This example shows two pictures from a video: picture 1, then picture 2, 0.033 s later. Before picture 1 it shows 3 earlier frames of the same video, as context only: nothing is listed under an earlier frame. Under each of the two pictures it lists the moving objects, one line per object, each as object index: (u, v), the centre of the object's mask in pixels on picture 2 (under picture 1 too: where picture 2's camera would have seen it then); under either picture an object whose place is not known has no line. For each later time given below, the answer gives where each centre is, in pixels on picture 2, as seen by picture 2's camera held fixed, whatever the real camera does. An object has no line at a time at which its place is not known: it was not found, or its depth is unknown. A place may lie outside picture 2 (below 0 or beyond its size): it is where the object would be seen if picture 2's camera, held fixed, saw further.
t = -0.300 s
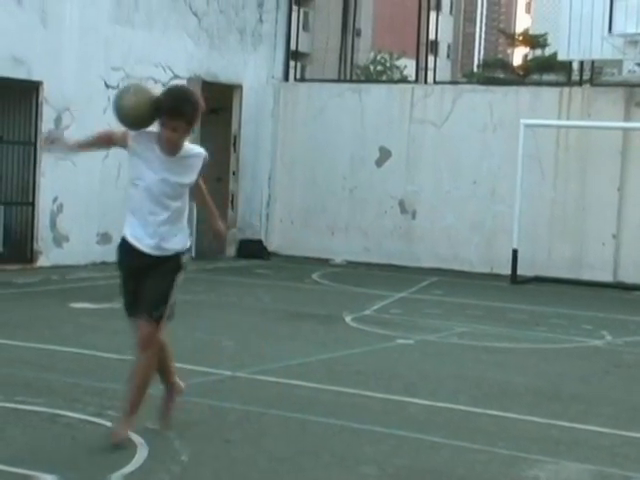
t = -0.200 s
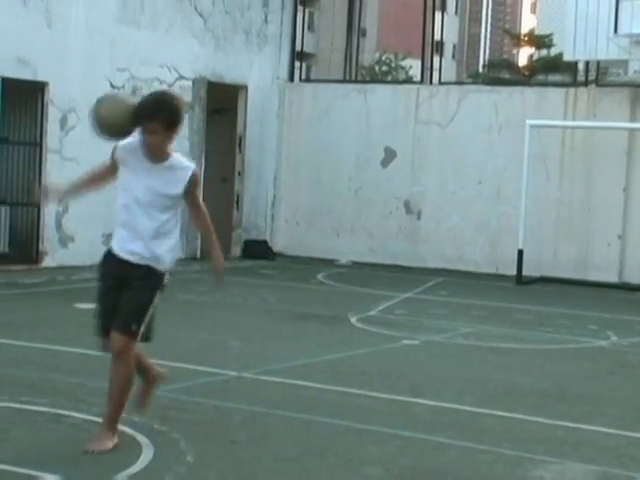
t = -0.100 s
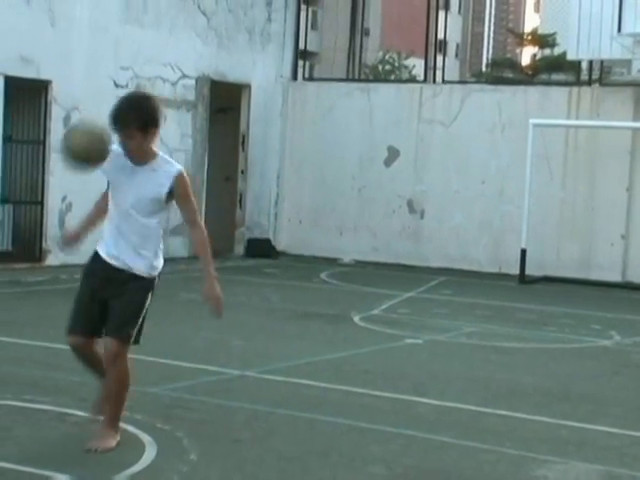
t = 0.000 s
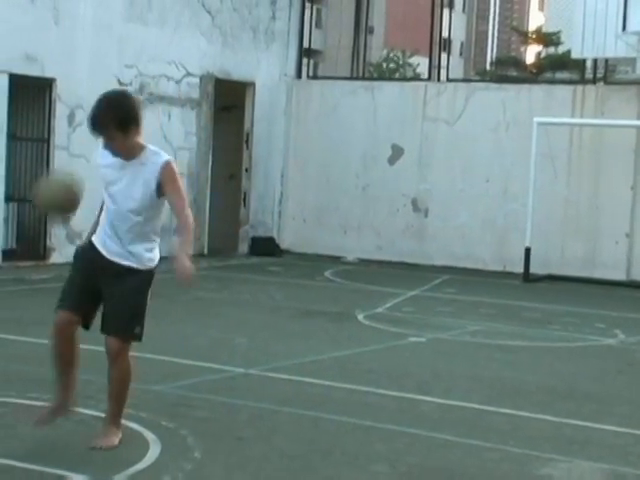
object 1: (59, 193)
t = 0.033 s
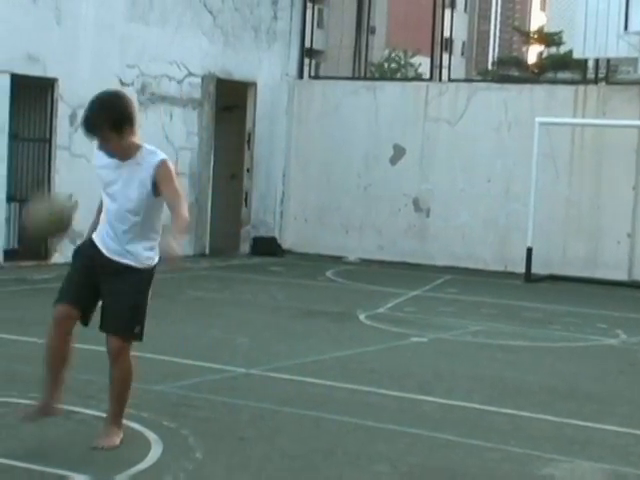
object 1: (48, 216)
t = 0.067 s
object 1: (35, 242)
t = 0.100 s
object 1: (22, 274)
